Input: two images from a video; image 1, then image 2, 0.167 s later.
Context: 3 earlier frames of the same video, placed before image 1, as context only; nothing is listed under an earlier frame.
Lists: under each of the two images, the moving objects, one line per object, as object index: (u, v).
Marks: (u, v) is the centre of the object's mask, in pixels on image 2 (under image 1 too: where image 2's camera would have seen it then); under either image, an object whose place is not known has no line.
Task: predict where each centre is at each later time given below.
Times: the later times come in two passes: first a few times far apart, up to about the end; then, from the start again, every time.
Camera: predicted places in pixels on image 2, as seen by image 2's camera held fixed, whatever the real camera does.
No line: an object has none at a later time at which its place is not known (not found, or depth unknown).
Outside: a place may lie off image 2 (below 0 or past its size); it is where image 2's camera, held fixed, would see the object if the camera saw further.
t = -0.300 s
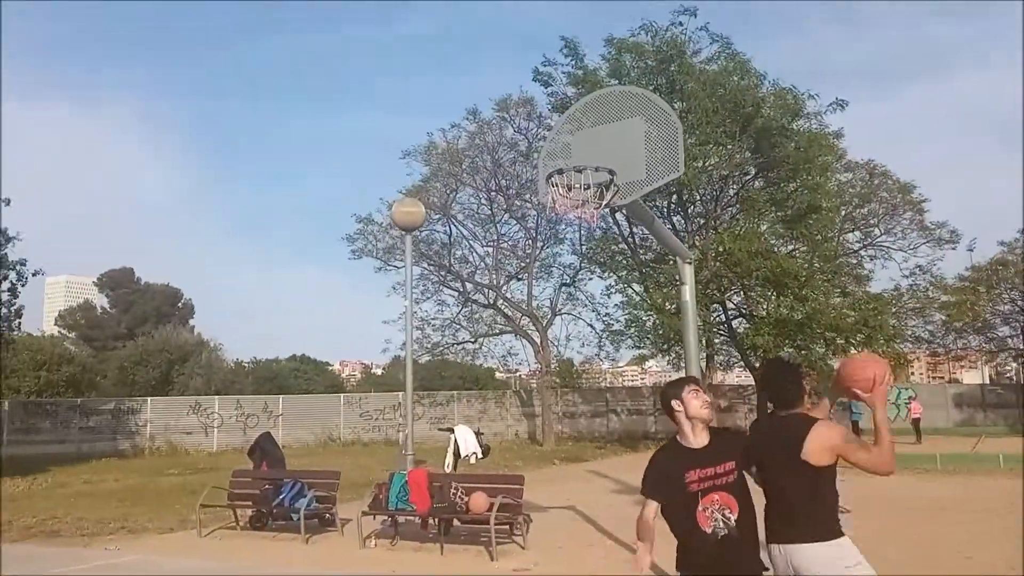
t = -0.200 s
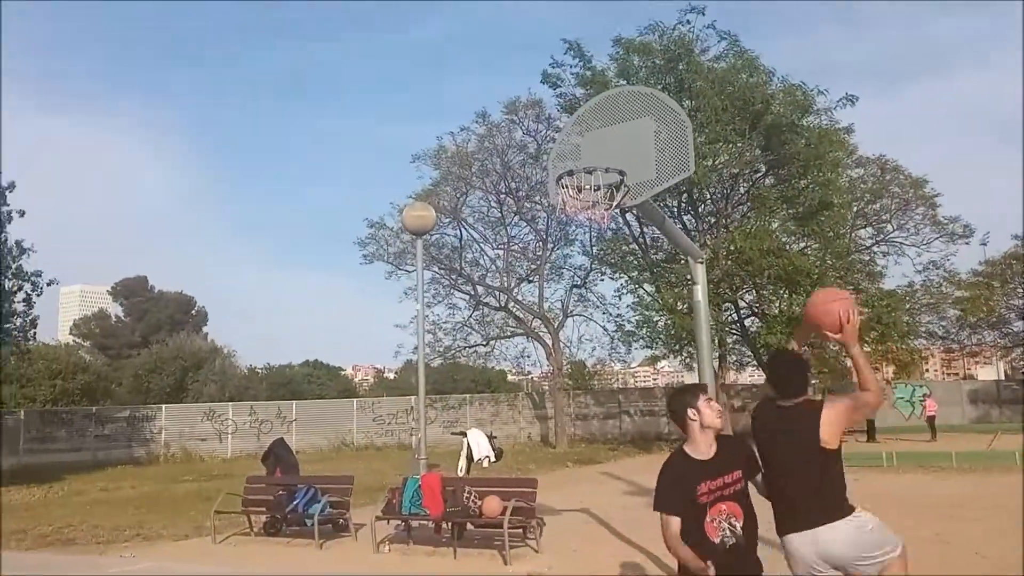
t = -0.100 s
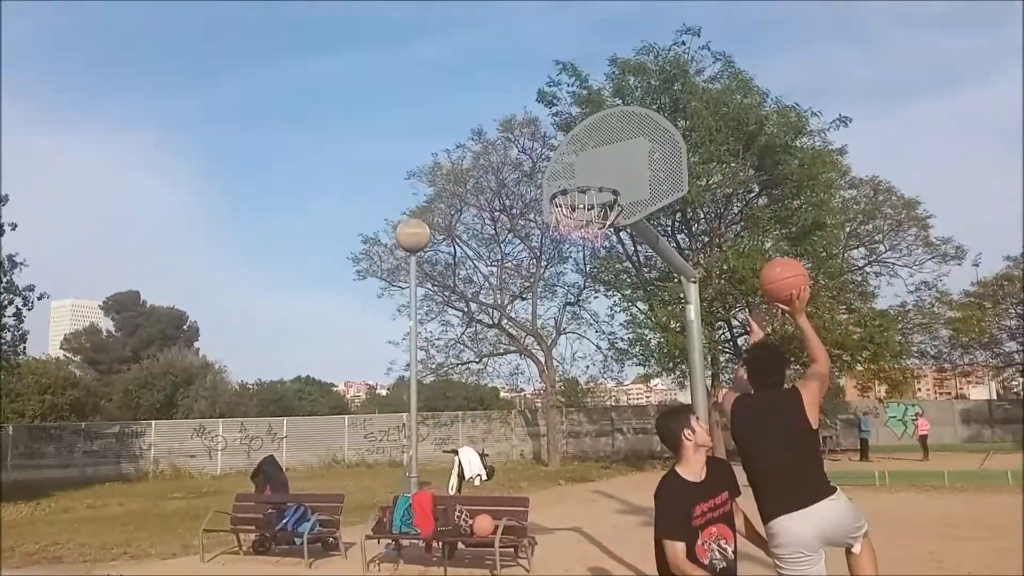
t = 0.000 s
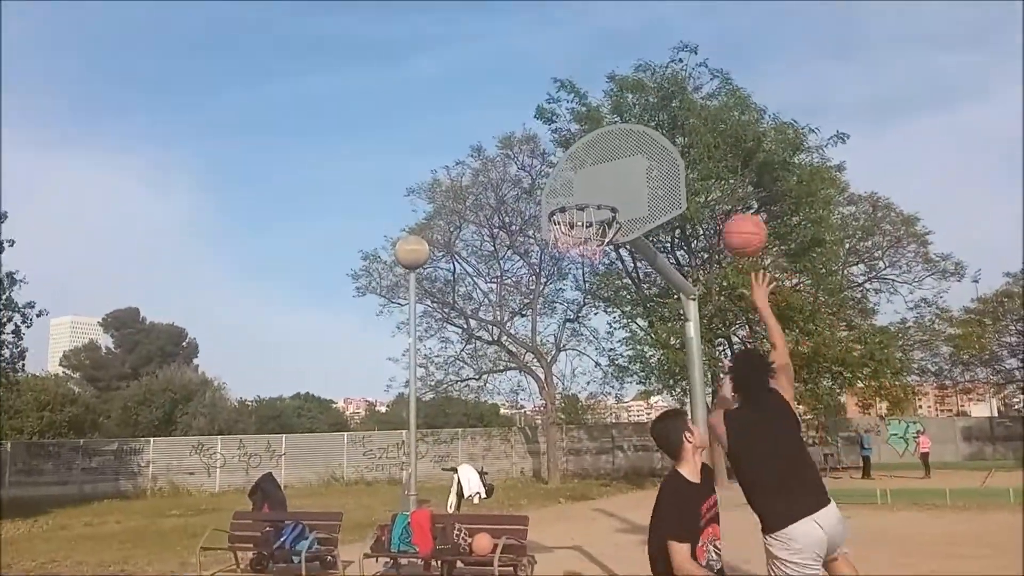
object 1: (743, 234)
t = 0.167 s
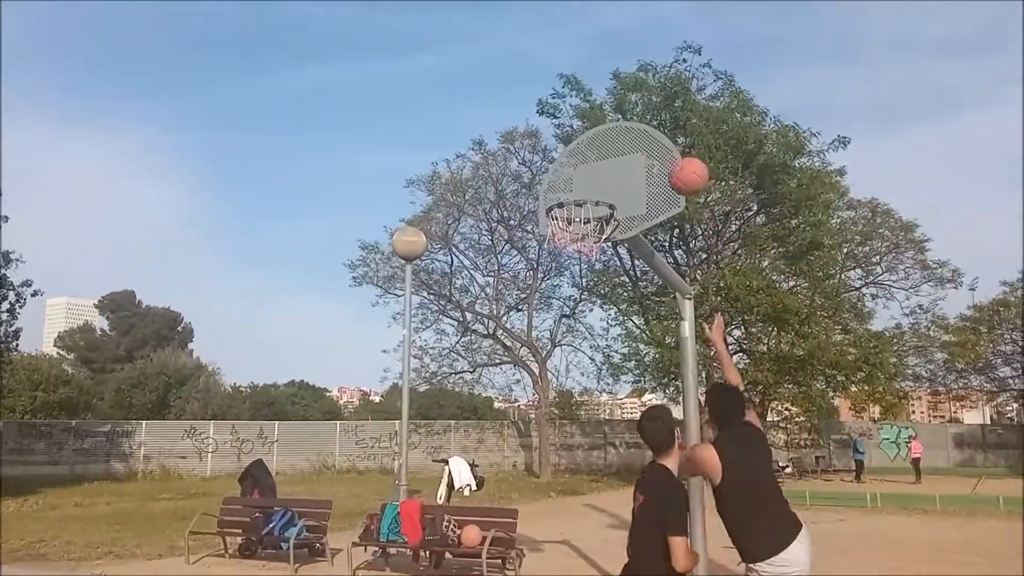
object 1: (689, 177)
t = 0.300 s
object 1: (658, 165)
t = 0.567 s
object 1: (578, 189)
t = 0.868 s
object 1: (578, 257)
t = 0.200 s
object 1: (679, 170)
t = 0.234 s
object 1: (671, 166)
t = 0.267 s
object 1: (665, 164)
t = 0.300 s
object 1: (658, 165)
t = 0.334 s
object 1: (648, 165)
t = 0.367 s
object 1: (637, 168)
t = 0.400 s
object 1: (629, 170)
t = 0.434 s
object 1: (620, 169)
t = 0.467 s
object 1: (608, 172)
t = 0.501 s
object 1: (597, 178)
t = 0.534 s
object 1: (589, 179)
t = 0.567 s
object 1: (578, 189)
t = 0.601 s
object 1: (567, 200)
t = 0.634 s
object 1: (569, 202)
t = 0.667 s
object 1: (577, 204)
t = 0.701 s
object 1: (594, 215)
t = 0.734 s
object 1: (595, 219)
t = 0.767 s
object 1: (591, 223)
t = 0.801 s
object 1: (584, 238)
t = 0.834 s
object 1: (579, 248)
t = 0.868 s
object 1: (578, 257)
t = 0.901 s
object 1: (574, 271)
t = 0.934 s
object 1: (571, 284)
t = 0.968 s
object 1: (569, 298)
